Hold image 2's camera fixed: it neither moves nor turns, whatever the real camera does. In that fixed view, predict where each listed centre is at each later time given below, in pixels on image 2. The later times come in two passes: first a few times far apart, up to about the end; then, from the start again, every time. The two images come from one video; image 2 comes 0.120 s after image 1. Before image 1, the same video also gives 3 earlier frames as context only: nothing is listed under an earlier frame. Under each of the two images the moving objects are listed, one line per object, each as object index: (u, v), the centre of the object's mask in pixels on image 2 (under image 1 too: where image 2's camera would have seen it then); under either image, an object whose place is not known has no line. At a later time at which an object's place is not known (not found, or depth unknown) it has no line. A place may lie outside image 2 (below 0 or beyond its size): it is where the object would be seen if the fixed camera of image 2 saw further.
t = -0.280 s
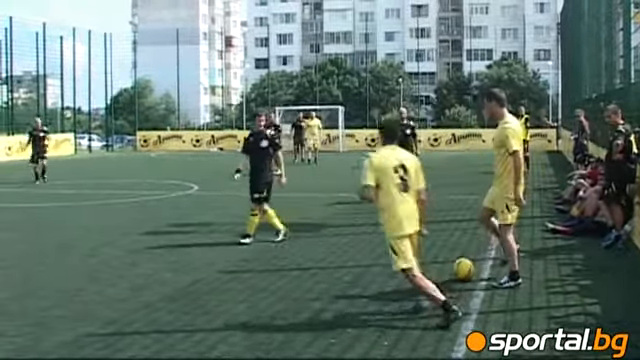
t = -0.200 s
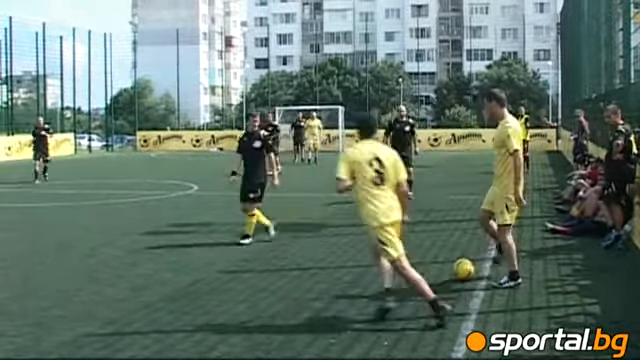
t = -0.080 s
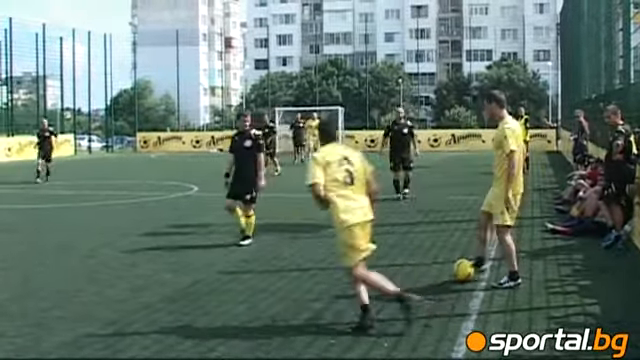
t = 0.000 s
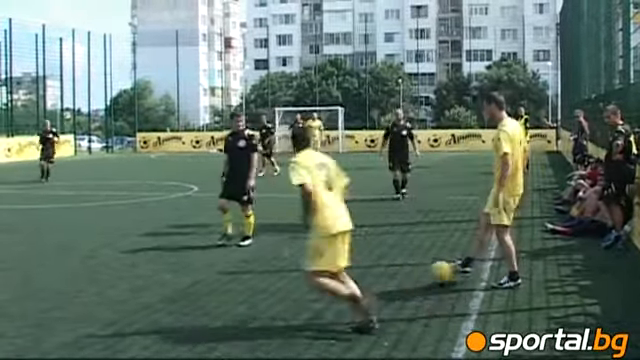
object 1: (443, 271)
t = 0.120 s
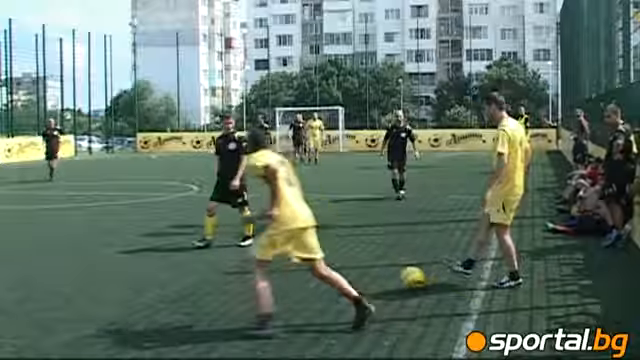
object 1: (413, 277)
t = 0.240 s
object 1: (385, 283)
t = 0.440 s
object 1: (340, 290)
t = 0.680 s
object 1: (284, 299)
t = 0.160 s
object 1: (404, 279)
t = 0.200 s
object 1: (394, 279)
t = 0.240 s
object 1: (385, 283)
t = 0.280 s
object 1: (377, 285)
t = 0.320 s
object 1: (367, 286)
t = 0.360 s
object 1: (359, 288)
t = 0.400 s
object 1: (350, 289)
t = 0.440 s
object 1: (340, 290)
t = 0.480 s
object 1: (331, 292)
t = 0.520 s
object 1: (322, 293)
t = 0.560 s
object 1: (313, 295)
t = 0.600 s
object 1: (303, 296)
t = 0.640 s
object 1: (293, 297)
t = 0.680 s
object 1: (284, 299)
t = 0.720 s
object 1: (273, 300)
